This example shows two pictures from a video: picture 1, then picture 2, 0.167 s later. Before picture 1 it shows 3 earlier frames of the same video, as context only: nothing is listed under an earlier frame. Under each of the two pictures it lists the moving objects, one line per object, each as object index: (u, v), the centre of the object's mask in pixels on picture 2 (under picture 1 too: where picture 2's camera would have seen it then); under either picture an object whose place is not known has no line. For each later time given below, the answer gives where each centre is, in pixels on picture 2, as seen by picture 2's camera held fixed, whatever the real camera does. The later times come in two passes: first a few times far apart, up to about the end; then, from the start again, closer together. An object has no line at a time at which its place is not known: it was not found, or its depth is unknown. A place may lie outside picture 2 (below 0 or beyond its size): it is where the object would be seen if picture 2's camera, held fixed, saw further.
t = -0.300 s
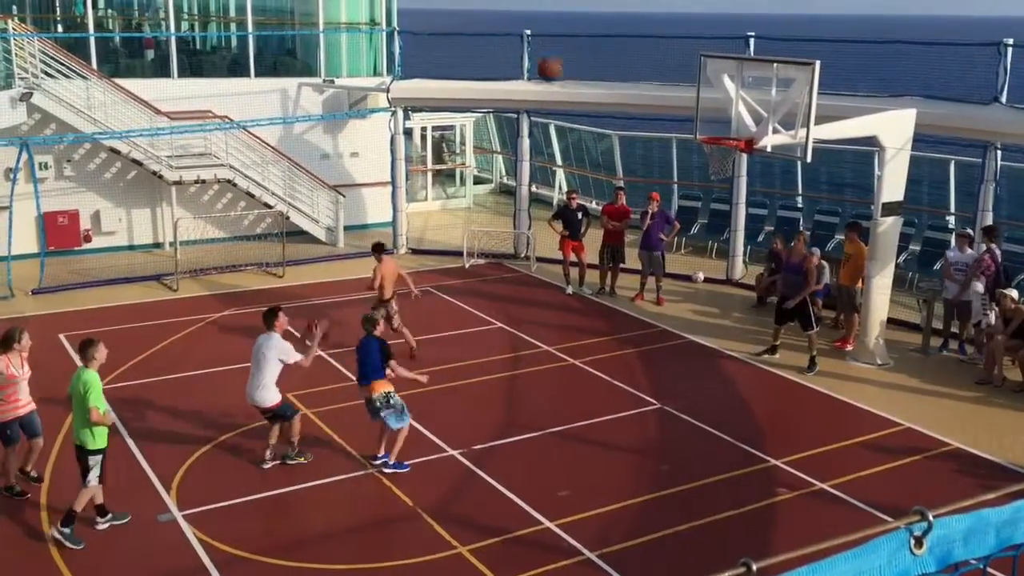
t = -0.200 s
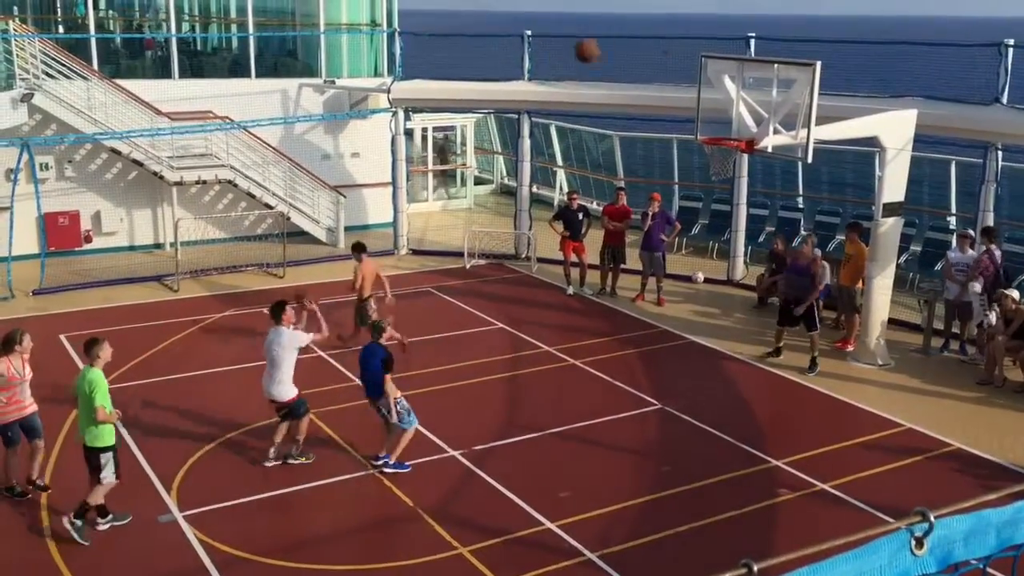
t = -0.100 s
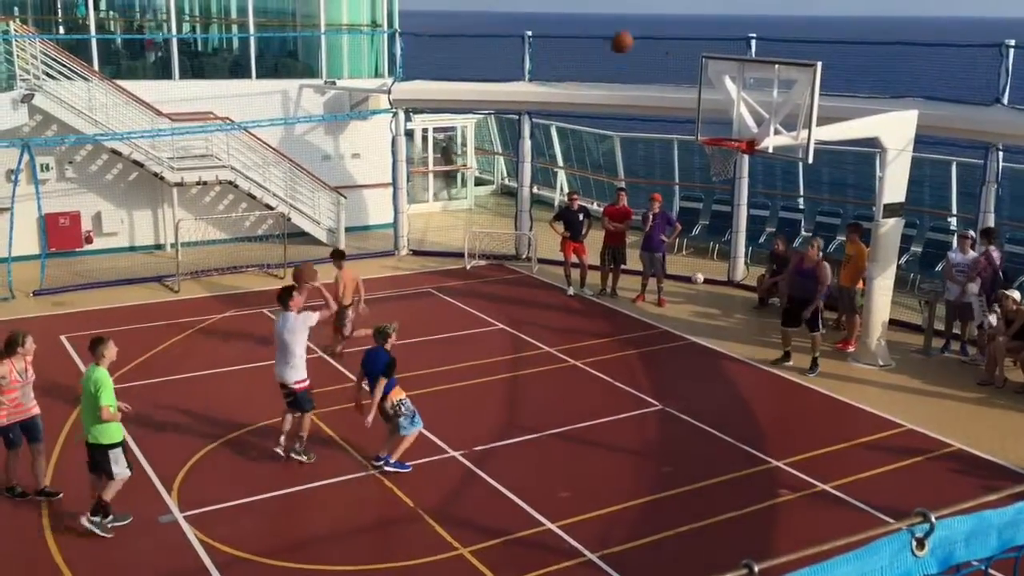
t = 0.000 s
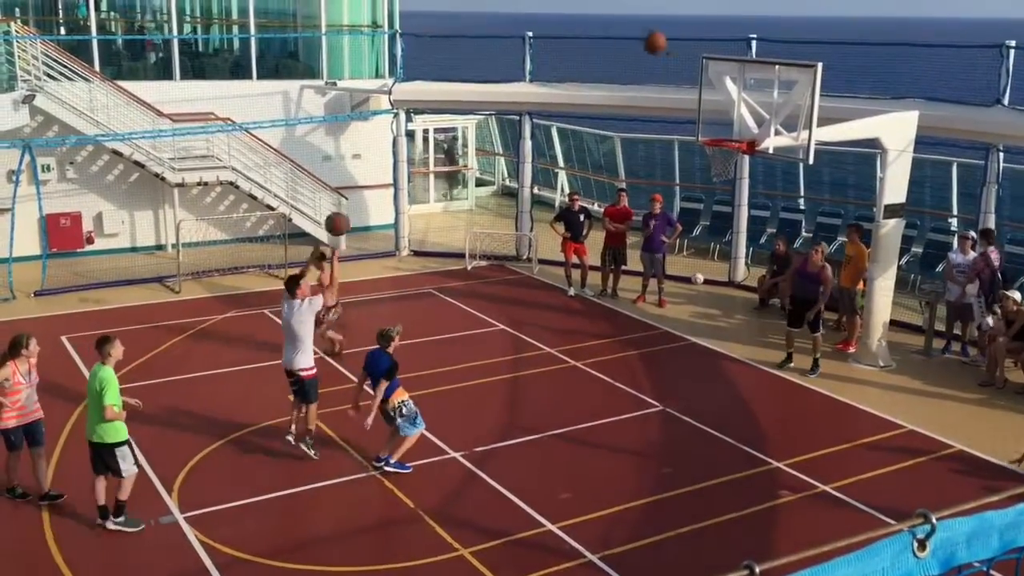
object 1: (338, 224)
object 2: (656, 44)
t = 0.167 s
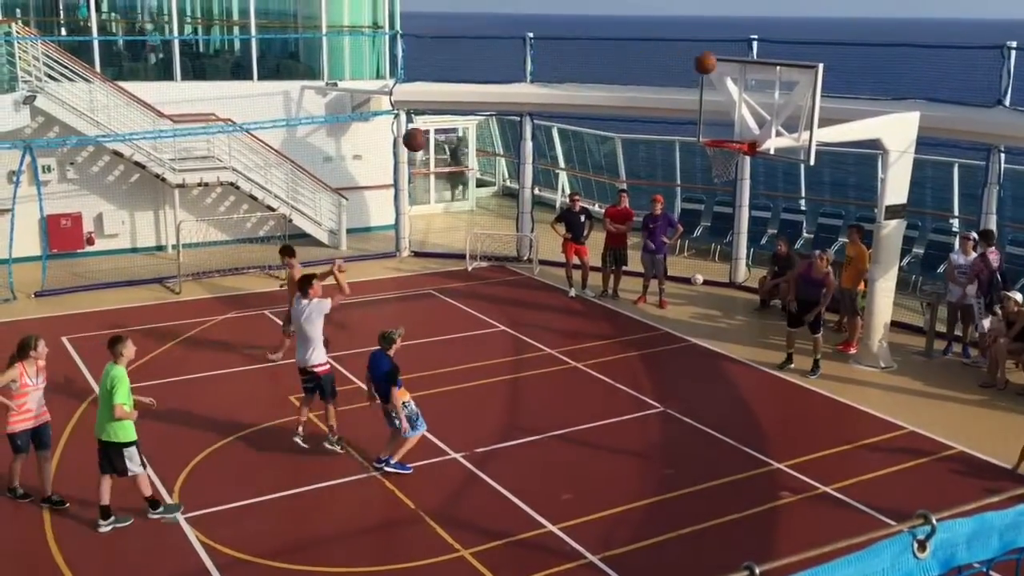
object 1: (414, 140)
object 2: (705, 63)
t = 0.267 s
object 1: (460, 104)
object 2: (732, 86)
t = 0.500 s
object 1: (559, 60)
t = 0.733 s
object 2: (708, 193)
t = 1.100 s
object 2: (693, 330)
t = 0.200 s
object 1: (430, 126)
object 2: (714, 70)
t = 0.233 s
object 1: (445, 113)
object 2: (723, 78)
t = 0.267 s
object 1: (460, 104)
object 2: (732, 86)
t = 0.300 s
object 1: (474, 93)
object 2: (740, 96)
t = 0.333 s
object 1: (489, 86)
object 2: (745, 105)
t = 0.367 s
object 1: (502, 78)
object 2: (739, 114)
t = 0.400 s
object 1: (518, 72)
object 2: (733, 125)
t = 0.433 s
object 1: (531, 67)
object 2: (725, 135)
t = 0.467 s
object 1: (546, 63)
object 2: (719, 152)
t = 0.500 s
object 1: (559, 60)
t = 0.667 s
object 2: (708, 179)
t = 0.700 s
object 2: (709, 185)
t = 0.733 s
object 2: (708, 193)
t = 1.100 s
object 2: (693, 330)
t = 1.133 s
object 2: (692, 347)
